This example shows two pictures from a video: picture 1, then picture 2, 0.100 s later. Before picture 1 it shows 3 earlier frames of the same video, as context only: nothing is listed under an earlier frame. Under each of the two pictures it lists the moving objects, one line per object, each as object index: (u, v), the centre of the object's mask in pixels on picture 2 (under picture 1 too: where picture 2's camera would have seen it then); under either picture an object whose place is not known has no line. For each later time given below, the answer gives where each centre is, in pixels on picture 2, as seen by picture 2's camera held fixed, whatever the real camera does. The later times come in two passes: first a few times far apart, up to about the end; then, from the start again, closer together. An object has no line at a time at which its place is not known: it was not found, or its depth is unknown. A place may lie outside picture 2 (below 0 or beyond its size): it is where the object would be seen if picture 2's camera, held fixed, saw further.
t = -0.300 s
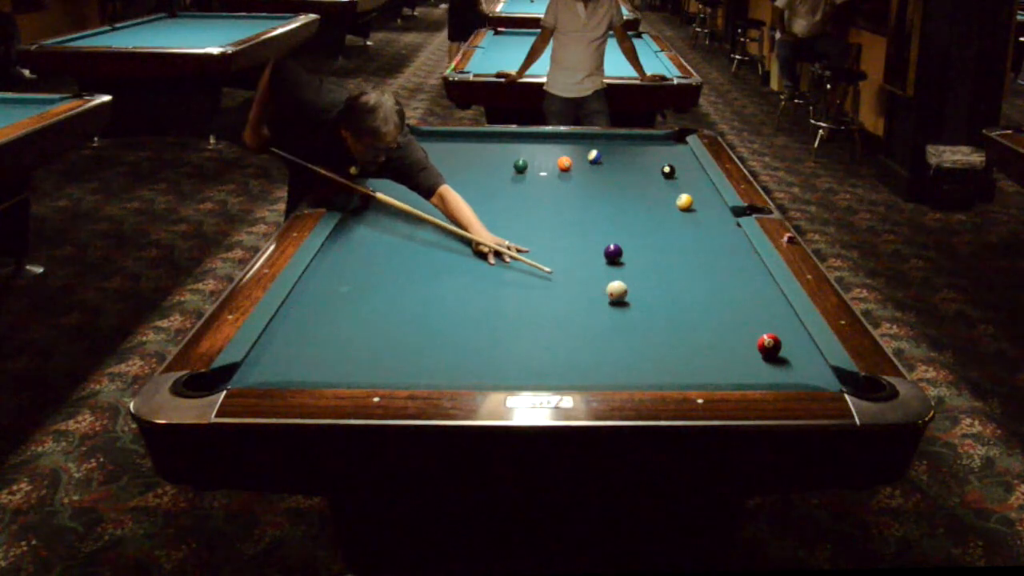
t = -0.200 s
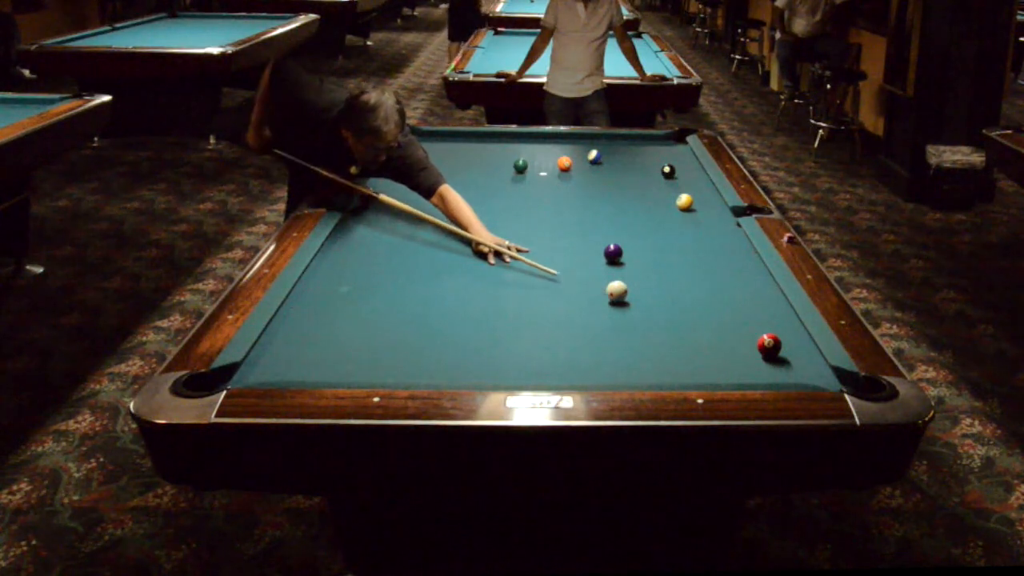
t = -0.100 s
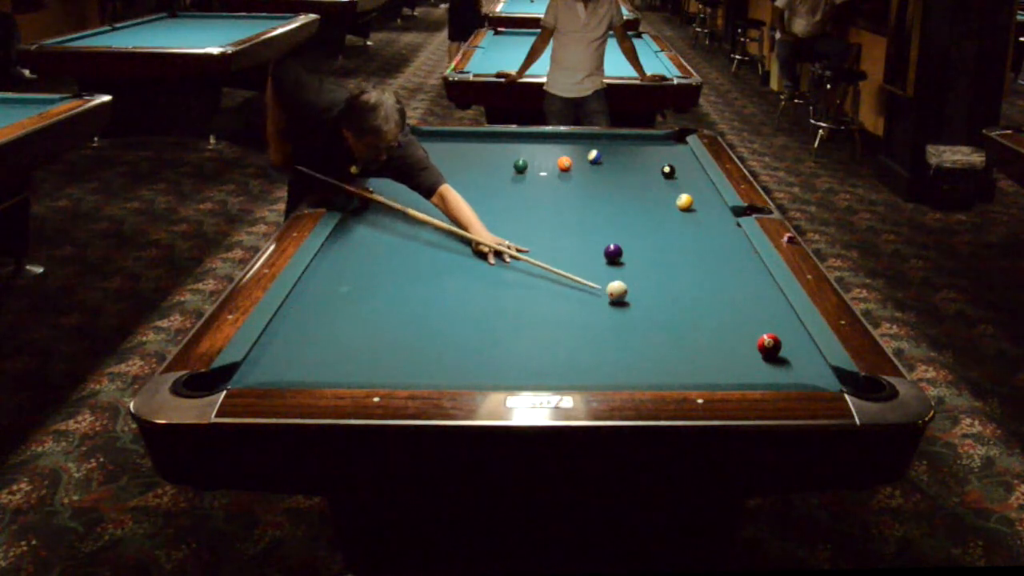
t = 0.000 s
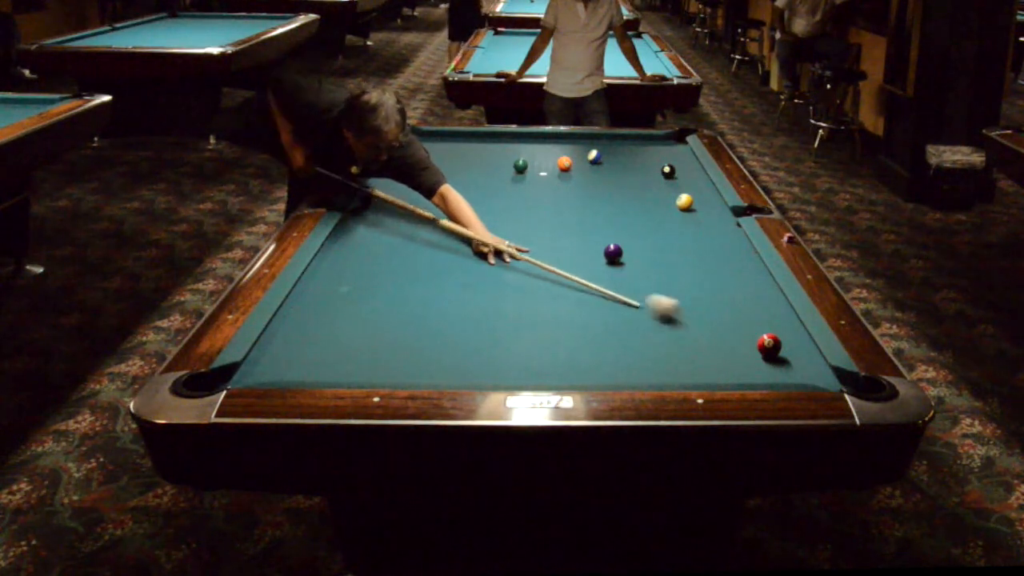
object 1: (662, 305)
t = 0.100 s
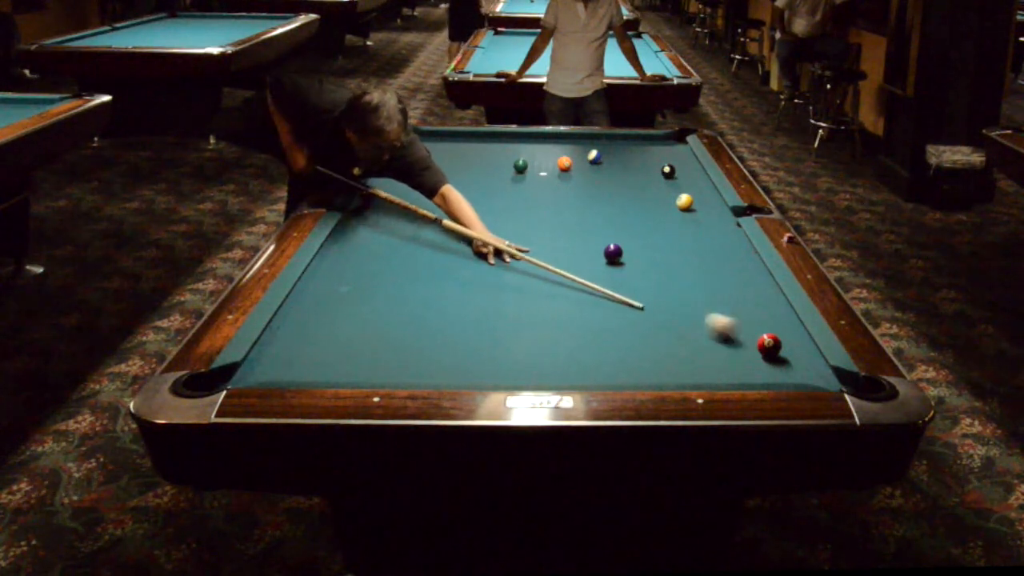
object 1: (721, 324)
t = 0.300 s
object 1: (767, 331)
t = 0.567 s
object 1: (791, 325)
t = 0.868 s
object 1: (770, 315)
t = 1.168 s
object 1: (750, 306)
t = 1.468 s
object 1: (734, 299)
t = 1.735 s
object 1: (721, 293)
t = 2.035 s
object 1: (709, 288)
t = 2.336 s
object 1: (699, 284)
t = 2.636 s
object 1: (692, 281)
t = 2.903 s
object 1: (687, 279)
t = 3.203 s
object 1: (684, 277)
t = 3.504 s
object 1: (683, 277)
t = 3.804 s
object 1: (683, 277)
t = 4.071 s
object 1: (683, 277)
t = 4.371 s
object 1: (683, 278)
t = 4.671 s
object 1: (683, 277)
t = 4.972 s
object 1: (683, 277)
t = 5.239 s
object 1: (683, 277)
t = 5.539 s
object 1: (683, 277)
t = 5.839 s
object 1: (683, 277)
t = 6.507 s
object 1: (679, 274)
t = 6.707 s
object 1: (683, 277)
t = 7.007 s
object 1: (683, 277)
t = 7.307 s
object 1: (683, 277)
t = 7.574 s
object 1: (683, 277)
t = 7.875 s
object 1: (683, 277)
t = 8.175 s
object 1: (683, 277)
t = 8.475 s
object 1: (683, 277)
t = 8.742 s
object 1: (683, 277)
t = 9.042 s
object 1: (683, 277)
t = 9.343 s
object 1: (683, 277)
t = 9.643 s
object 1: (683, 277)
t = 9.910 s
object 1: (683, 277)
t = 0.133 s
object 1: (739, 331)
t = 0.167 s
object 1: (751, 333)
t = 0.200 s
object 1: (757, 334)
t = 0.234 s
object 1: (760, 333)
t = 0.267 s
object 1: (764, 332)
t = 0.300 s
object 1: (767, 331)
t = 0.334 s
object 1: (770, 331)
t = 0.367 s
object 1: (773, 330)
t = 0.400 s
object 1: (776, 329)
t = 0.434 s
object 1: (779, 328)
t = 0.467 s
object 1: (782, 327)
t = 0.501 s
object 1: (785, 327)
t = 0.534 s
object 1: (788, 326)
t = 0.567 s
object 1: (791, 325)
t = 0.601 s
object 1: (790, 324)
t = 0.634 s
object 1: (787, 323)
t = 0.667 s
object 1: (785, 321)
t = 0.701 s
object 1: (782, 320)
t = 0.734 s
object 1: (780, 319)
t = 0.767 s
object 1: (777, 318)
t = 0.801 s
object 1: (775, 317)
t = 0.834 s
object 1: (772, 316)
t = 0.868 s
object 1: (770, 315)
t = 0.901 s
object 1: (768, 313)
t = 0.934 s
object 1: (765, 313)
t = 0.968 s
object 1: (763, 312)
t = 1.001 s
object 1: (761, 311)
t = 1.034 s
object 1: (758, 310)
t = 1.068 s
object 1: (756, 309)
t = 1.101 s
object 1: (754, 308)
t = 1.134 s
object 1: (753, 307)
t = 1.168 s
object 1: (750, 306)
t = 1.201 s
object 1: (748, 305)
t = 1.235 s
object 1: (746, 304)
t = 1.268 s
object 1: (744, 303)
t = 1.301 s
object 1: (743, 303)
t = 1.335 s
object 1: (741, 302)
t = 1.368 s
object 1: (739, 301)
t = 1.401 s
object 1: (737, 300)
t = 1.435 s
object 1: (735, 299)
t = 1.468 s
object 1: (734, 299)
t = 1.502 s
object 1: (732, 298)
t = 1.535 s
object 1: (730, 297)
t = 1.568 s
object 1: (729, 297)
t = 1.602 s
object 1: (727, 296)
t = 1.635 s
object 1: (726, 295)
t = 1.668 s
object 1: (724, 294)
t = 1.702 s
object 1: (723, 294)
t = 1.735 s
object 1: (721, 293)
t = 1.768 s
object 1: (720, 293)
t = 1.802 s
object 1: (718, 292)
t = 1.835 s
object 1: (717, 291)
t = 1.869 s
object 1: (715, 291)
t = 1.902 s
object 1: (714, 290)
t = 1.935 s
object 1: (713, 290)
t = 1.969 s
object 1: (711, 289)
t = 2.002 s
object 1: (710, 289)
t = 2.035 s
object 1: (709, 288)
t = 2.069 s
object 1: (707, 288)
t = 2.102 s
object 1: (706, 287)
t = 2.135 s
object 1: (705, 287)
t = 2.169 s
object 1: (704, 286)
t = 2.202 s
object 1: (703, 286)
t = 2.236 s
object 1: (702, 285)
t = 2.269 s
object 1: (701, 285)
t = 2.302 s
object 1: (700, 284)
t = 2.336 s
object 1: (699, 284)
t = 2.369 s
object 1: (698, 284)
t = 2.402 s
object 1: (698, 283)
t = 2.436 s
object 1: (697, 283)
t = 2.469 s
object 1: (696, 283)
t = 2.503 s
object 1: (695, 282)
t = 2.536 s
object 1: (694, 282)
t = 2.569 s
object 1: (694, 282)
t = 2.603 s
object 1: (693, 281)
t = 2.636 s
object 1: (692, 281)
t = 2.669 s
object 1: (691, 281)
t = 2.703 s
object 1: (691, 280)
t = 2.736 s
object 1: (690, 280)
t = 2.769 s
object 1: (690, 280)
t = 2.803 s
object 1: (689, 280)
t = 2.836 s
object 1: (688, 279)
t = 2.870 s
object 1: (688, 279)
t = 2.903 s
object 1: (687, 279)
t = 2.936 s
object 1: (687, 279)
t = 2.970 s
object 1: (686, 279)
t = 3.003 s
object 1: (686, 278)
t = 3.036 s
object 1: (686, 278)
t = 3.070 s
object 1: (685, 278)
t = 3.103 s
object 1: (685, 278)
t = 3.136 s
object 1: (684, 278)
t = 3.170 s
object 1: (684, 277)
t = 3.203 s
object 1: (684, 277)
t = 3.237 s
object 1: (684, 278)
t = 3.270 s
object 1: (683, 277)
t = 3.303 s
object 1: (683, 277)
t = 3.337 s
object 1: (683, 277)
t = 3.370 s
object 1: (683, 277)
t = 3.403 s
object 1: (683, 277)
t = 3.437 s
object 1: (683, 277)
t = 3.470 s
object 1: (683, 277)
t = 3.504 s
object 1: (683, 277)
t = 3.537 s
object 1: (683, 277)
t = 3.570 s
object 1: (683, 277)
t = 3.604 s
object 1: (683, 277)
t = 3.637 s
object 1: (683, 277)
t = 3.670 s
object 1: (683, 277)
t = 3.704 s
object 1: (683, 277)
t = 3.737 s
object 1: (683, 277)
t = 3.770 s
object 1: (683, 277)
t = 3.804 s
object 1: (683, 277)
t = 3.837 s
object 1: (683, 277)
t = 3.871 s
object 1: (683, 277)
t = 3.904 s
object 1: (683, 277)
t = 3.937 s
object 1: (683, 277)
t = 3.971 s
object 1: (683, 277)
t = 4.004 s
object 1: (683, 277)
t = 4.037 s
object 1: (683, 277)
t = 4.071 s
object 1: (683, 277)
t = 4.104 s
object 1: (683, 277)
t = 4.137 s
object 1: (683, 277)
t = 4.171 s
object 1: (683, 277)
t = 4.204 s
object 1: (683, 277)
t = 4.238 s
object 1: (683, 277)
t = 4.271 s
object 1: (683, 277)
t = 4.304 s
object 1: (683, 277)
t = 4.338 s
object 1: (683, 278)
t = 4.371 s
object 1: (683, 278)
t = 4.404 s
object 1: (683, 278)
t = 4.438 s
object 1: (683, 278)
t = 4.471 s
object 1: (683, 278)
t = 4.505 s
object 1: (683, 277)
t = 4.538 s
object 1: (683, 277)
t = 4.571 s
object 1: (683, 277)
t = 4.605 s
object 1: (683, 277)
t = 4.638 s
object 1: (683, 277)
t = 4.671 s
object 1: (683, 277)
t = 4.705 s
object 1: (683, 277)
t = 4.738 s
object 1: (683, 277)
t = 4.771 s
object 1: (683, 277)
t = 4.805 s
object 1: (683, 277)
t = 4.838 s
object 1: (683, 277)
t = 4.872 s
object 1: (683, 277)
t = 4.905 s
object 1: (683, 277)
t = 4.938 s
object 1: (683, 277)
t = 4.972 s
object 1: (683, 277)
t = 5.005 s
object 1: (683, 277)
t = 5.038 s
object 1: (683, 277)
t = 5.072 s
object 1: (683, 277)
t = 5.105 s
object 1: (683, 277)
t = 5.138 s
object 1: (683, 277)
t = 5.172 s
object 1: (683, 277)
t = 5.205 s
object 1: (683, 277)
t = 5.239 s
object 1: (683, 277)
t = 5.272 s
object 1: (683, 277)
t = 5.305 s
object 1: (683, 277)
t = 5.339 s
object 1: (683, 277)
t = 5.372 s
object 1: (683, 277)
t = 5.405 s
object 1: (683, 277)
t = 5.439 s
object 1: (683, 277)
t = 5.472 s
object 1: (683, 277)
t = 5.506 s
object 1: (683, 277)
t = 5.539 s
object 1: (683, 277)
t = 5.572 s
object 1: (683, 278)
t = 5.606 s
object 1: (683, 277)
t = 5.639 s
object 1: (683, 277)
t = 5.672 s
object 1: (683, 277)
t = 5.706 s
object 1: (683, 277)
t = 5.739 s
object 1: (683, 277)
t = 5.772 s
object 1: (683, 277)
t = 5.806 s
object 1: (683, 277)
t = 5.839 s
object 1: (683, 277)
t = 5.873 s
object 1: (684, 277)
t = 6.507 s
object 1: (679, 274)
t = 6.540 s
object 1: (683, 277)
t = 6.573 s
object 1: (683, 277)
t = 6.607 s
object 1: (683, 277)
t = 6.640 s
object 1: (683, 277)
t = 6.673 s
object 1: (683, 277)
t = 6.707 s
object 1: (683, 277)
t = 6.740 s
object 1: (683, 277)
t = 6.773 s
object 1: (683, 277)
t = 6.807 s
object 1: (683, 277)
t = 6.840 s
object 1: (683, 277)
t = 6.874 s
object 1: (683, 277)
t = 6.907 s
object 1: (683, 277)
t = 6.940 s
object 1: (683, 277)
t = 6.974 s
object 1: (683, 277)
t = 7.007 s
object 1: (683, 277)
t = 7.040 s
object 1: (683, 277)
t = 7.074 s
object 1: (683, 277)
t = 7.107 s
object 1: (683, 277)
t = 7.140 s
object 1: (683, 277)
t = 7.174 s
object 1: (683, 277)
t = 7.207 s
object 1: (683, 277)
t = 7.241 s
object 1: (683, 277)
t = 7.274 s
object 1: (683, 277)
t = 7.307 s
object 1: (683, 277)
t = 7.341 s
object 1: (683, 277)
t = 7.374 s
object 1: (683, 277)
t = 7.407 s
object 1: (683, 277)
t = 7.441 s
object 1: (683, 277)
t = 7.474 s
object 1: (683, 277)
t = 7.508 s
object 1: (683, 277)
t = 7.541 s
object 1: (683, 277)
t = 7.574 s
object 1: (683, 277)
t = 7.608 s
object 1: (683, 277)
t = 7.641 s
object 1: (683, 277)
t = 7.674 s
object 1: (683, 277)
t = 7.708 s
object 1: (683, 277)
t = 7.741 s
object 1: (683, 277)
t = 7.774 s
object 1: (683, 277)
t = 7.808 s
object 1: (683, 277)
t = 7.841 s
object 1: (683, 277)
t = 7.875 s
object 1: (683, 277)
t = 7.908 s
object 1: (683, 277)
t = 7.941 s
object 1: (683, 277)
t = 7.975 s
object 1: (683, 277)
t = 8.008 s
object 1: (683, 277)
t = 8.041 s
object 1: (683, 277)
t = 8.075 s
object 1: (683, 277)
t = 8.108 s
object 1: (683, 277)
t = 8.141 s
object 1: (683, 277)
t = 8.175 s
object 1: (683, 277)
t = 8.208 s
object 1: (683, 277)
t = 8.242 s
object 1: (683, 277)
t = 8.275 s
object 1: (683, 277)
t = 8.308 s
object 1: (683, 277)
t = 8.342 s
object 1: (683, 277)
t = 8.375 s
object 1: (683, 277)
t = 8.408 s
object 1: (683, 277)
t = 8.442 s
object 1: (683, 277)
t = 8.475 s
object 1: (683, 277)
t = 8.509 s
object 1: (683, 277)
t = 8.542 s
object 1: (683, 277)
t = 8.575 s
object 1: (683, 277)
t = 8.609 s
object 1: (683, 277)
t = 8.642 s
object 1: (683, 277)
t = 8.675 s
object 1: (683, 277)
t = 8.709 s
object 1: (683, 277)
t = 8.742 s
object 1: (683, 277)
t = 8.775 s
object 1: (683, 277)
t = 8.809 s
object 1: (683, 277)
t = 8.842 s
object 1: (683, 277)
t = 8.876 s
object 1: (683, 277)
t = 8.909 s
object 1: (683, 277)
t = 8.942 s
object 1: (683, 277)
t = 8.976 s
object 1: (683, 277)
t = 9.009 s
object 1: (683, 277)
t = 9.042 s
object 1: (683, 277)
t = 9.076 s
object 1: (683, 277)
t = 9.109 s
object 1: (683, 277)
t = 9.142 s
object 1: (683, 277)
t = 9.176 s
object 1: (683, 277)
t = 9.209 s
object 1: (683, 277)
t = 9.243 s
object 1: (683, 277)
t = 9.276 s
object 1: (683, 277)
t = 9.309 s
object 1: (683, 277)
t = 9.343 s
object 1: (683, 277)
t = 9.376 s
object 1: (683, 277)
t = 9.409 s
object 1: (683, 277)
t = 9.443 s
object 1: (683, 277)
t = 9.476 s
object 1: (683, 277)
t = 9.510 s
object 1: (683, 277)
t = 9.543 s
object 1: (683, 277)
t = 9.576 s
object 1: (683, 277)
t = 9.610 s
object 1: (683, 277)
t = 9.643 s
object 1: (683, 277)
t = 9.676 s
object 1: (683, 277)
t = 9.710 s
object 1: (683, 277)
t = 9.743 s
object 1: (683, 277)
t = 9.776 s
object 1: (683, 277)
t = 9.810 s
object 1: (683, 277)
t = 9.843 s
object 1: (683, 277)
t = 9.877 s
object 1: (683, 277)
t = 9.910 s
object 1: (683, 277)
